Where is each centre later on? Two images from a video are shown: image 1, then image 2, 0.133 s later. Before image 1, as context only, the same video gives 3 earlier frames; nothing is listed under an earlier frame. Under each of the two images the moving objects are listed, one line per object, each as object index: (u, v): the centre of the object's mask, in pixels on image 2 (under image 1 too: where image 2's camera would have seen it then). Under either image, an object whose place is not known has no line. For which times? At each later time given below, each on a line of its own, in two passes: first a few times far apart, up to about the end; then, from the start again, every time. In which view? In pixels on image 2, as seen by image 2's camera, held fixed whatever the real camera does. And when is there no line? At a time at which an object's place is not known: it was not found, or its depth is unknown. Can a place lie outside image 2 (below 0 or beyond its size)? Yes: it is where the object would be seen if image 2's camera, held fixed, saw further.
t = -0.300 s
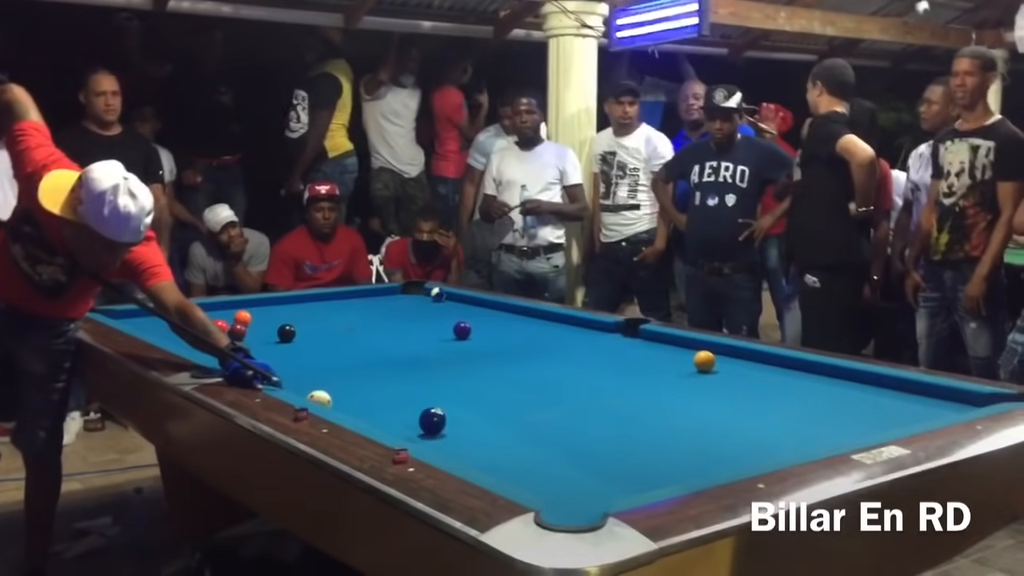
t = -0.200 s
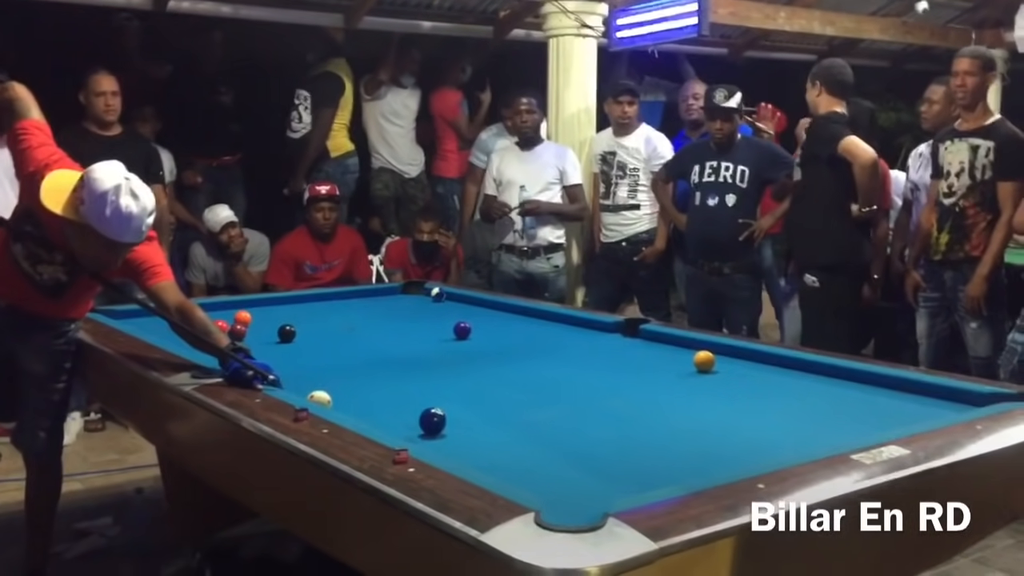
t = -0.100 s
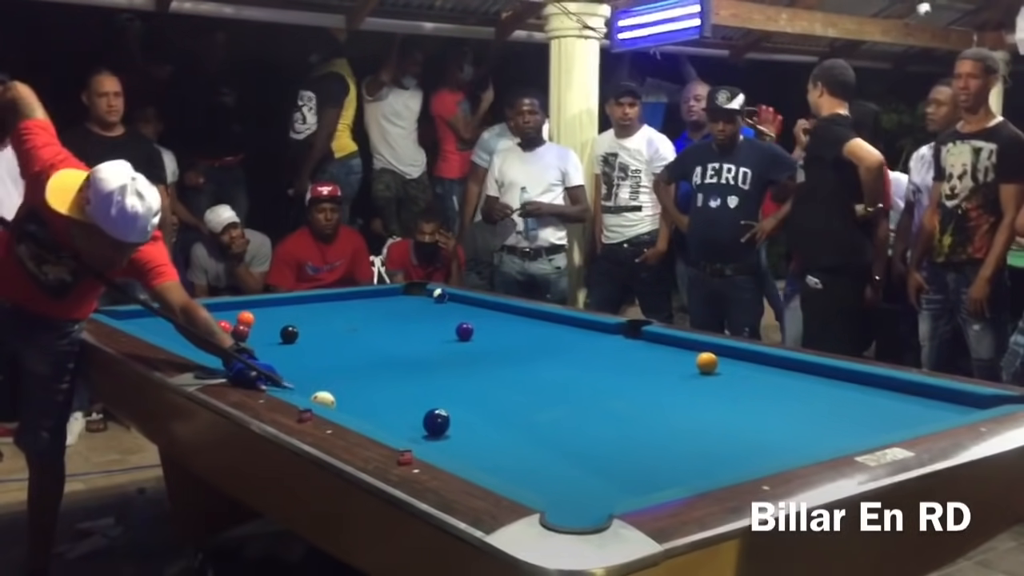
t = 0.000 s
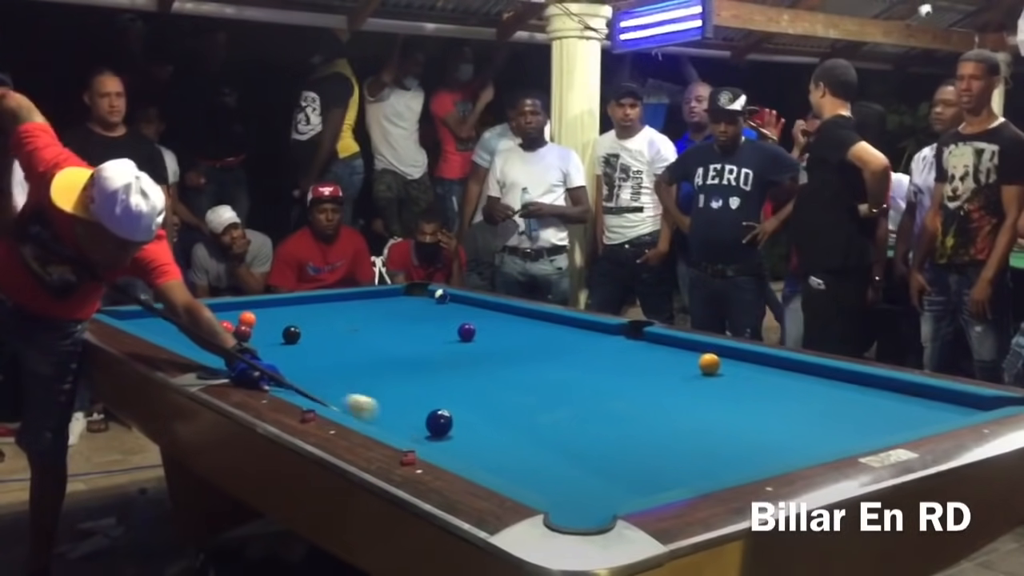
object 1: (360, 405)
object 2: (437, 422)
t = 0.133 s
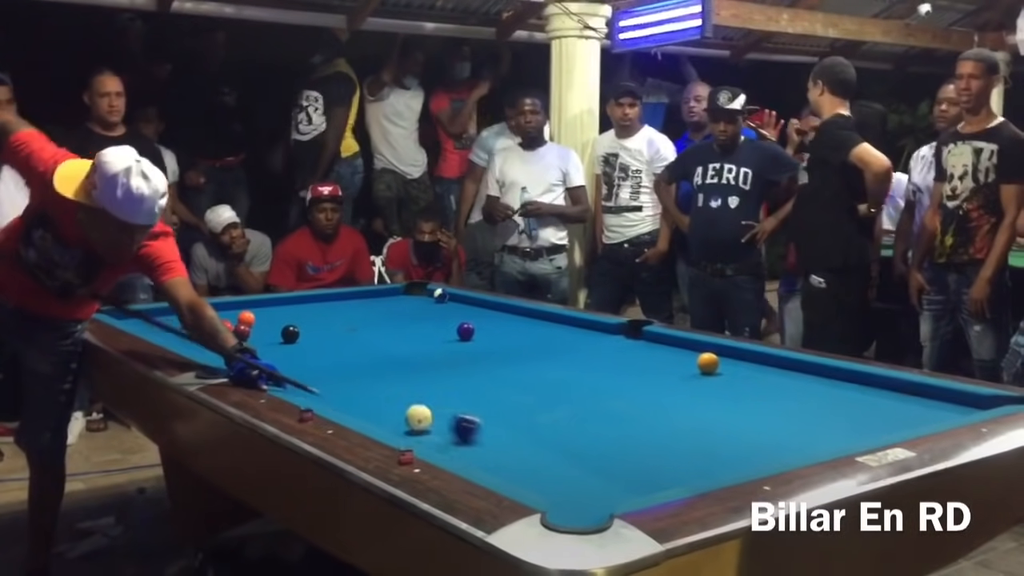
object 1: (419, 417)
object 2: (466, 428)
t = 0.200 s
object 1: (424, 417)
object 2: (500, 435)
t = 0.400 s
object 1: (437, 416)
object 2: (595, 453)
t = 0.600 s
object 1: (449, 414)
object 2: (700, 469)
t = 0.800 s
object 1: (458, 414)
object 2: (688, 462)
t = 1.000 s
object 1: (465, 412)
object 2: (647, 444)
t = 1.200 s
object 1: (471, 412)
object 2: (613, 428)
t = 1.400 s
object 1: (475, 412)
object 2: (582, 414)
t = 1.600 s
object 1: (478, 411)
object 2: (556, 402)
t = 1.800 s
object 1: (478, 411)
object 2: (533, 392)
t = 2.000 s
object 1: (479, 411)
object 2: (512, 382)
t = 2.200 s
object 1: (479, 412)
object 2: (493, 374)
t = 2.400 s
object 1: (479, 411)
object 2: (476, 366)
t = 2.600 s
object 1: (479, 411)
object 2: (461, 360)
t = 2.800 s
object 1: (479, 411)
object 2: (447, 353)
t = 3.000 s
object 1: (479, 411)
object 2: (434, 348)
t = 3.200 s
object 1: (478, 411)
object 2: (423, 342)
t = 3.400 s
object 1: (478, 411)
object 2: (413, 337)
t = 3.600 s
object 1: (479, 411)
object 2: (404, 333)
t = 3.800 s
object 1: (478, 412)
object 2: (396, 330)
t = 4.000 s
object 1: (479, 411)
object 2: (388, 326)
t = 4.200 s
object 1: (479, 412)
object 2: (381, 322)
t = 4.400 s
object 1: (479, 411)
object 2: (375, 320)
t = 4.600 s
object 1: (479, 411)
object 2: (369, 317)
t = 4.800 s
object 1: (479, 411)
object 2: (364, 314)
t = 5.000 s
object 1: (479, 411)
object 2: (359, 312)
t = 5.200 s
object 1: (479, 411)
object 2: (355, 310)
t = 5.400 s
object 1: (479, 411)
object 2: (351, 308)
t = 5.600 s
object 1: (479, 411)
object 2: (348, 307)
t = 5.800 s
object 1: (479, 411)
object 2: (345, 306)
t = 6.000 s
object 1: (479, 411)
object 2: (343, 304)
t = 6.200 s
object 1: (479, 411)
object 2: (341, 303)
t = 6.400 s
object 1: (479, 411)
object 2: (338, 302)
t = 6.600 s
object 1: (479, 411)
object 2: (336, 301)
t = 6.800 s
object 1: (479, 412)
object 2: (335, 301)
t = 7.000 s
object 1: (479, 411)
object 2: (334, 300)
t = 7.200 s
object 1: (479, 412)
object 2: (334, 300)
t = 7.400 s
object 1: (479, 412)
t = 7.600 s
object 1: (479, 411)
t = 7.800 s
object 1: (479, 412)
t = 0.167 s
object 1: (421, 417)
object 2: (483, 432)
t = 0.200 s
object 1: (424, 417)
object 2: (500, 435)
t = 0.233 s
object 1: (426, 417)
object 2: (515, 438)
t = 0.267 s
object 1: (428, 417)
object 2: (531, 441)
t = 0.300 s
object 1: (431, 416)
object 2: (546, 443)
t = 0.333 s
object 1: (433, 416)
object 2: (562, 447)
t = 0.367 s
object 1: (435, 416)
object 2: (578, 450)
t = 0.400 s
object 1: (437, 416)
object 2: (595, 453)
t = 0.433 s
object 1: (439, 416)
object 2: (611, 456)
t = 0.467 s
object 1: (441, 415)
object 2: (628, 459)
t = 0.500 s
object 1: (443, 415)
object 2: (646, 462)
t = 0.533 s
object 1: (445, 415)
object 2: (664, 466)
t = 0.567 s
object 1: (447, 415)
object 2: (681, 469)
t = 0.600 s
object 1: (449, 414)
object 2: (700, 469)
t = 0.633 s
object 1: (450, 414)
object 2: (717, 469)
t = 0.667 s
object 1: (452, 414)
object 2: (717, 468)
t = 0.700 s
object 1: (454, 414)
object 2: (709, 467)
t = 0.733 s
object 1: (455, 414)
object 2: (702, 466)
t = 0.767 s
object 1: (456, 414)
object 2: (695, 465)
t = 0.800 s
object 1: (458, 414)
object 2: (688, 462)
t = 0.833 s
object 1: (459, 413)
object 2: (680, 459)
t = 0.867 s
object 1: (460, 413)
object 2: (673, 455)
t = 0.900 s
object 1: (462, 413)
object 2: (667, 453)
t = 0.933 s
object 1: (463, 413)
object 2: (660, 450)
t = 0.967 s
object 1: (464, 413)
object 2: (654, 446)
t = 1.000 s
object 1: (465, 412)
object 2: (647, 444)
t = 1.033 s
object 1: (466, 412)
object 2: (641, 441)
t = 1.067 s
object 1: (467, 412)
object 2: (635, 438)
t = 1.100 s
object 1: (468, 412)
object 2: (629, 436)
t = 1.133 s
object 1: (469, 412)
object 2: (624, 433)
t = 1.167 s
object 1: (470, 412)
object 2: (618, 430)
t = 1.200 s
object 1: (471, 412)
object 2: (613, 428)
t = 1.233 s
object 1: (472, 411)
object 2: (607, 426)
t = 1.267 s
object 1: (473, 412)
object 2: (602, 423)
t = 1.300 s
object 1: (473, 412)
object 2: (597, 421)
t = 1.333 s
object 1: (474, 412)
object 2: (592, 418)
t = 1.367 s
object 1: (475, 412)
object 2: (587, 416)
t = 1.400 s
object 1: (475, 412)
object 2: (582, 414)
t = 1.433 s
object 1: (476, 411)
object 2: (578, 412)
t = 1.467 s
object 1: (476, 412)
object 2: (573, 410)
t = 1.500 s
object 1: (477, 412)
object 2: (568, 408)
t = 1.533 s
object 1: (477, 412)
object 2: (564, 406)
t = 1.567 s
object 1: (477, 411)
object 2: (560, 404)
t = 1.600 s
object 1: (478, 411)
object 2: (556, 402)
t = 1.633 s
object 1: (478, 411)
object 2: (552, 401)
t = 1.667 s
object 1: (478, 412)
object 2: (548, 399)
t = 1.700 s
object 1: (478, 411)
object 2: (544, 397)
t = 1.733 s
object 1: (478, 411)
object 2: (540, 395)
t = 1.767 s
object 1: (478, 411)
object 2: (536, 394)
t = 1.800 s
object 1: (478, 411)
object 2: (533, 392)
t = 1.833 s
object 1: (478, 411)
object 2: (529, 390)
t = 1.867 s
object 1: (478, 411)
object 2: (525, 389)
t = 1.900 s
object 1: (479, 412)
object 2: (522, 387)
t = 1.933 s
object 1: (479, 411)
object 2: (518, 385)
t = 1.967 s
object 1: (479, 411)
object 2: (515, 384)
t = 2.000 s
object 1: (479, 411)
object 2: (512, 382)
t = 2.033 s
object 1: (479, 411)
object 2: (508, 381)
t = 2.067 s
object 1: (479, 412)
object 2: (505, 379)
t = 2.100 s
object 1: (479, 411)
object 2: (502, 378)
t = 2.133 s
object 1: (479, 411)
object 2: (499, 377)
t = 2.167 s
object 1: (479, 412)
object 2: (496, 375)
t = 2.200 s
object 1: (479, 412)
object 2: (493, 374)
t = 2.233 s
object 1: (479, 412)
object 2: (490, 373)
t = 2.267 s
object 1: (479, 411)
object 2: (487, 371)
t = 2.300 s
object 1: (479, 412)
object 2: (484, 370)
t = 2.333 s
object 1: (479, 412)
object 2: (482, 369)
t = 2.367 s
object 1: (479, 411)
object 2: (479, 368)
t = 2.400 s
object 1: (479, 411)
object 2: (476, 366)
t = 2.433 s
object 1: (478, 411)
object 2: (473, 365)
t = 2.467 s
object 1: (479, 411)
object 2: (471, 364)
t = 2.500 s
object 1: (479, 411)
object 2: (468, 363)
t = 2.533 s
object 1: (479, 411)
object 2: (466, 362)
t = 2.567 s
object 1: (479, 411)
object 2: (463, 361)
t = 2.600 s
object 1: (479, 411)
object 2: (461, 360)
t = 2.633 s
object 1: (479, 411)
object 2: (458, 358)
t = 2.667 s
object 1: (479, 411)
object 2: (456, 357)
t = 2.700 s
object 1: (479, 411)
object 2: (454, 356)
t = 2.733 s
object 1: (479, 411)
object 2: (451, 355)
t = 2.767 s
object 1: (479, 411)
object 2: (449, 354)
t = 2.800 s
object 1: (479, 411)
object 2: (447, 353)
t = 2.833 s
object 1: (479, 411)
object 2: (445, 352)
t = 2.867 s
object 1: (479, 411)
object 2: (443, 351)
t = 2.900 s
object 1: (479, 411)
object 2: (441, 351)
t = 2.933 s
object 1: (479, 411)
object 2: (438, 350)
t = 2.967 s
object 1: (478, 411)
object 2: (437, 348)
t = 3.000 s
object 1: (479, 411)
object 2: (434, 348)
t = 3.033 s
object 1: (478, 411)
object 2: (432, 347)
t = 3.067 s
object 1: (479, 411)
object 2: (431, 346)
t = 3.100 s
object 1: (479, 411)
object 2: (429, 345)
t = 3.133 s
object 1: (479, 411)
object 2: (427, 344)
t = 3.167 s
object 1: (479, 411)
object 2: (425, 343)
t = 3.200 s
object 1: (478, 411)
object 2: (423, 342)
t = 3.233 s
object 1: (478, 411)
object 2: (421, 341)
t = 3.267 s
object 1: (478, 411)
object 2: (420, 341)
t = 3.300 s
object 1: (479, 411)
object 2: (418, 340)
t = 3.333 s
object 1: (479, 411)
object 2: (416, 339)
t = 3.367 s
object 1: (479, 411)
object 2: (415, 338)
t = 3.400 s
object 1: (478, 411)
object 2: (413, 337)
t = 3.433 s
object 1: (479, 411)
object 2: (411, 337)
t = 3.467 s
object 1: (479, 411)
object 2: (410, 336)
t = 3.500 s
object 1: (479, 411)
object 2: (408, 335)
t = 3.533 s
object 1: (478, 411)
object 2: (407, 335)
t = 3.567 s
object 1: (479, 411)
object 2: (405, 334)
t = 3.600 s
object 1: (479, 411)
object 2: (404, 333)
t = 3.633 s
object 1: (479, 411)
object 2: (403, 332)
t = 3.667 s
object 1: (478, 411)
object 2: (401, 332)
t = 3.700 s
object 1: (479, 411)
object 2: (400, 331)
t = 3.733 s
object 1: (478, 411)
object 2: (398, 331)
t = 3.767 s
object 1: (478, 412)
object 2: (397, 330)
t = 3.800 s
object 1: (478, 412)
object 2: (396, 330)
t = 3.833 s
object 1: (479, 412)
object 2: (394, 329)
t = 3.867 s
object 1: (479, 412)
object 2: (393, 328)
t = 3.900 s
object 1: (479, 411)
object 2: (391, 328)
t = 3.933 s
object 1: (479, 411)
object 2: (390, 327)
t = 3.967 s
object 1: (479, 411)
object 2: (389, 326)
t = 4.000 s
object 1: (479, 411)
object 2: (388, 326)
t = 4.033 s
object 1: (479, 412)
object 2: (387, 325)
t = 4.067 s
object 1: (479, 411)
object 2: (386, 325)
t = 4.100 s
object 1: (479, 411)
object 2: (385, 324)
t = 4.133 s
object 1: (479, 411)
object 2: (383, 324)
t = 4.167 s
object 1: (479, 411)
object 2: (382, 323)
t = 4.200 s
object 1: (479, 412)
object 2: (381, 322)
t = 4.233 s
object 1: (479, 412)
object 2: (380, 322)
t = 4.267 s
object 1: (479, 411)
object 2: (379, 321)
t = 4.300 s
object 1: (479, 411)
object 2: (378, 321)
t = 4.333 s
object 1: (479, 411)
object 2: (377, 321)
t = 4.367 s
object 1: (479, 411)
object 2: (376, 320)
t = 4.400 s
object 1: (479, 411)
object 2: (375, 320)
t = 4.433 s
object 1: (479, 411)
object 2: (374, 319)
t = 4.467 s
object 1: (479, 411)
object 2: (373, 319)
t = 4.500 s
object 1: (478, 411)
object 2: (372, 318)
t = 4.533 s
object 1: (479, 411)
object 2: (371, 318)
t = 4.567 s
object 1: (479, 411)
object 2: (370, 317)
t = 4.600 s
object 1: (479, 411)
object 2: (369, 317)
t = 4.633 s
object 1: (479, 411)
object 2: (368, 316)
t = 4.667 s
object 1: (479, 411)
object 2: (367, 316)
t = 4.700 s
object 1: (479, 411)
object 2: (366, 315)
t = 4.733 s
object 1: (479, 411)
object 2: (366, 315)
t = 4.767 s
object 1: (479, 411)
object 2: (365, 315)
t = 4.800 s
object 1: (479, 411)
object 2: (364, 314)
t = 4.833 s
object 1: (478, 411)
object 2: (363, 314)
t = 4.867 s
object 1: (479, 411)
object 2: (362, 314)
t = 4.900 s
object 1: (479, 411)
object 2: (361, 313)
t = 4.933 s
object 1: (479, 411)
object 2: (361, 313)
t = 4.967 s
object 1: (479, 411)
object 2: (360, 312)
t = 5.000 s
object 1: (479, 411)
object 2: (359, 312)
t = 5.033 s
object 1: (479, 411)
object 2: (359, 312)
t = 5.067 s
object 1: (479, 411)
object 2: (358, 311)
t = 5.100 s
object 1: (479, 412)
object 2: (357, 311)
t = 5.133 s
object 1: (479, 411)
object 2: (357, 310)
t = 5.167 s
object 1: (479, 411)
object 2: (356, 310)
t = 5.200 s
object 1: (479, 411)
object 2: (355, 310)
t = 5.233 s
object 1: (479, 412)
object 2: (355, 310)
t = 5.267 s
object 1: (479, 412)
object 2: (354, 309)
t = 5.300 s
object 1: (479, 412)
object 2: (353, 309)
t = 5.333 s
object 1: (479, 411)
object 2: (353, 309)
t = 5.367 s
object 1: (479, 411)
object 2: (352, 308)
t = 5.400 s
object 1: (479, 411)
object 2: (351, 308)
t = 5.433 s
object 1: (479, 411)
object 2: (351, 308)
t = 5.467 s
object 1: (479, 411)
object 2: (350, 308)
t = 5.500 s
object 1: (479, 411)
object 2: (350, 307)
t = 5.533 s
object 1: (479, 412)
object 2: (349, 307)
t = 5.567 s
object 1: (479, 412)
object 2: (349, 307)
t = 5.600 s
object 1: (479, 411)
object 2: (348, 307)
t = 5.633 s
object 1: (479, 411)
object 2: (347, 307)
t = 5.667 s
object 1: (479, 411)
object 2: (347, 307)
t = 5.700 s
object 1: (479, 411)
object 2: (346, 306)
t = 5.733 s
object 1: (479, 411)
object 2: (346, 306)
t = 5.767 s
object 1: (479, 411)
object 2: (345, 306)
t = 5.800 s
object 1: (479, 411)
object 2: (345, 306)
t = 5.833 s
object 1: (479, 411)
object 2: (345, 305)
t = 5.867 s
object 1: (479, 411)
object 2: (344, 305)
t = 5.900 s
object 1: (479, 411)
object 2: (344, 305)
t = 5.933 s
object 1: (479, 411)
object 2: (344, 305)
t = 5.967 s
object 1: (479, 411)
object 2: (343, 304)
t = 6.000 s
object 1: (479, 411)
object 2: (343, 304)
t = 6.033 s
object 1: (479, 411)
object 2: (342, 304)
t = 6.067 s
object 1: (479, 411)
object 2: (342, 304)
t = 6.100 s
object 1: (479, 411)
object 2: (341, 304)
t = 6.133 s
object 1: (479, 411)
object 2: (341, 303)
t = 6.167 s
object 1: (479, 411)
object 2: (341, 303)
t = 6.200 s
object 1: (479, 411)
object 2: (341, 303)
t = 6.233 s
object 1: (479, 412)
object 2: (340, 303)
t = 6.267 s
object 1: (479, 411)
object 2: (340, 303)
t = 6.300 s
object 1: (479, 411)
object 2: (339, 303)
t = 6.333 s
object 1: (479, 411)
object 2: (339, 302)
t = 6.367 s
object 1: (479, 411)
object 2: (339, 302)
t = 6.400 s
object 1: (479, 411)
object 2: (338, 302)
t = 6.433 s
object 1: (479, 411)
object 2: (338, 302)
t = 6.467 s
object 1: (479, 411)
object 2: (337, 302)
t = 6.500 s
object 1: (479, 412)
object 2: (337, 301)
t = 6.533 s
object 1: (479, 411)
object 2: (337, 301)
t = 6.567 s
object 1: (479, 412)
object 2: (336, 301)
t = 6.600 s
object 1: (479, 411)
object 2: (336, 301)
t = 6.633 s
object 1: (479, 412)
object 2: (336, 301)
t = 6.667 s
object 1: (479, 411)
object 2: (336, 301)
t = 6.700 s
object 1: (479, 411)
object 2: (336, 301)
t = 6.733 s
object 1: (479, 412)
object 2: (335, 301)
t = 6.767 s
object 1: (479, 412)
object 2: (335, 301)
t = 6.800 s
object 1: (479, 412)
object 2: (335, 301)
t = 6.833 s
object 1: (479, 412)
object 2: (334, 301)
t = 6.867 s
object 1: (479, 411)
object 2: (334, 301)
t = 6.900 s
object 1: (479, 412)
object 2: (334, 300)
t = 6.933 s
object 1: (479, 412)
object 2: (334, 300)
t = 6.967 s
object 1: (479, 411)
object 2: (334, 300)
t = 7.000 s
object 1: (479, 411)
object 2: (334, 300)
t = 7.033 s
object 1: (479, 411)
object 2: (334, 300)
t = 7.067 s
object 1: (479, 412)
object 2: (334, 300)
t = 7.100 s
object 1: (479, 411)
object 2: (334, 300)
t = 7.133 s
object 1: (479, 412)
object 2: (334, 300)
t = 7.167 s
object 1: (479, 411)
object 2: (334, 300)
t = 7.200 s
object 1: (479, 412)
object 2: (334, 300)
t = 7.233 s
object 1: (479, 411)
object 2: (334, 300)
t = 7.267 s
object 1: (479, 412)
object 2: (333, 299)
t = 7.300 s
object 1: (479, 412)
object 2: (333, 299)
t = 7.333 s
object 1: (479, 412)
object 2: (333, 299)
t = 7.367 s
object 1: (479, 412)
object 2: (333, 299)
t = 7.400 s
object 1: (479, 412)
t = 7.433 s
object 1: (479, 411)
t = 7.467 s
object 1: (479, 412)
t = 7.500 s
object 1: (479, 411)
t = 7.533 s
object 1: (479, 411)
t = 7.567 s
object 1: (479, 411)
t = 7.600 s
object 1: (479, 411)
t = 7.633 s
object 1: (479, 412)
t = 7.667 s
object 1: (479, 411)
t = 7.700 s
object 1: (479, 412)
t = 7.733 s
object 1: (479, 412)
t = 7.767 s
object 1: (479, 412)
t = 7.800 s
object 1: (479, 412)
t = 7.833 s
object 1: (479, 412)
